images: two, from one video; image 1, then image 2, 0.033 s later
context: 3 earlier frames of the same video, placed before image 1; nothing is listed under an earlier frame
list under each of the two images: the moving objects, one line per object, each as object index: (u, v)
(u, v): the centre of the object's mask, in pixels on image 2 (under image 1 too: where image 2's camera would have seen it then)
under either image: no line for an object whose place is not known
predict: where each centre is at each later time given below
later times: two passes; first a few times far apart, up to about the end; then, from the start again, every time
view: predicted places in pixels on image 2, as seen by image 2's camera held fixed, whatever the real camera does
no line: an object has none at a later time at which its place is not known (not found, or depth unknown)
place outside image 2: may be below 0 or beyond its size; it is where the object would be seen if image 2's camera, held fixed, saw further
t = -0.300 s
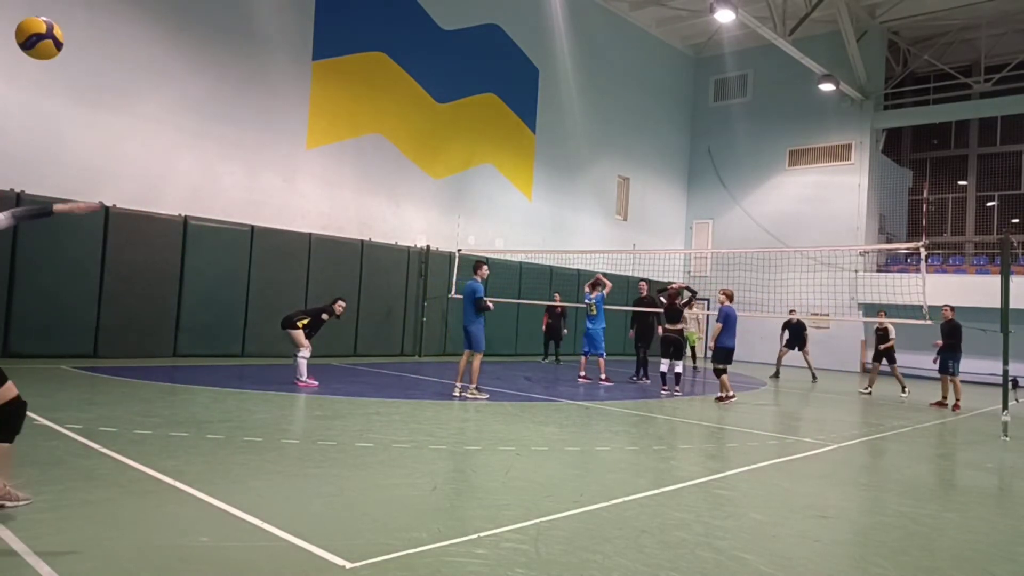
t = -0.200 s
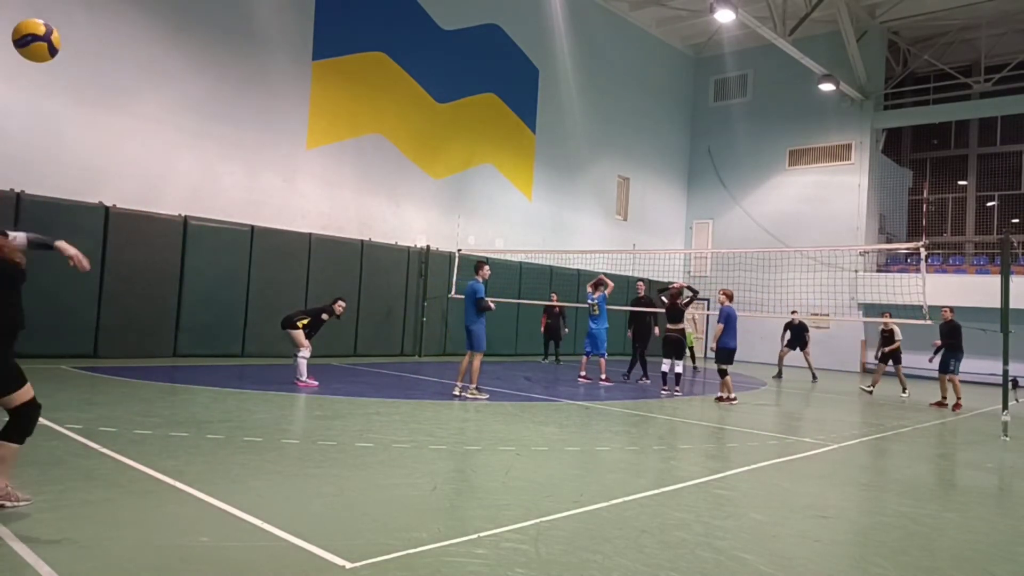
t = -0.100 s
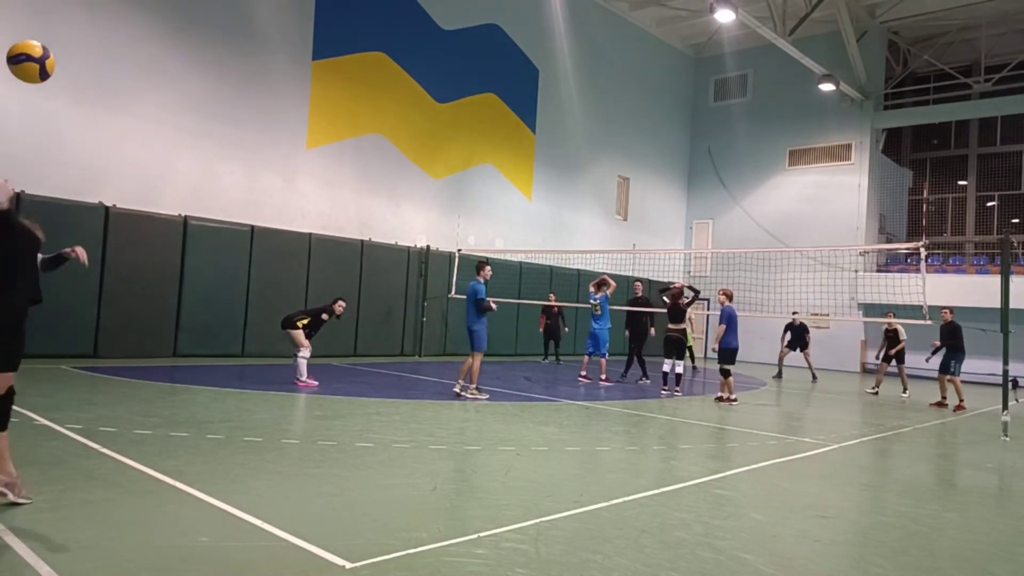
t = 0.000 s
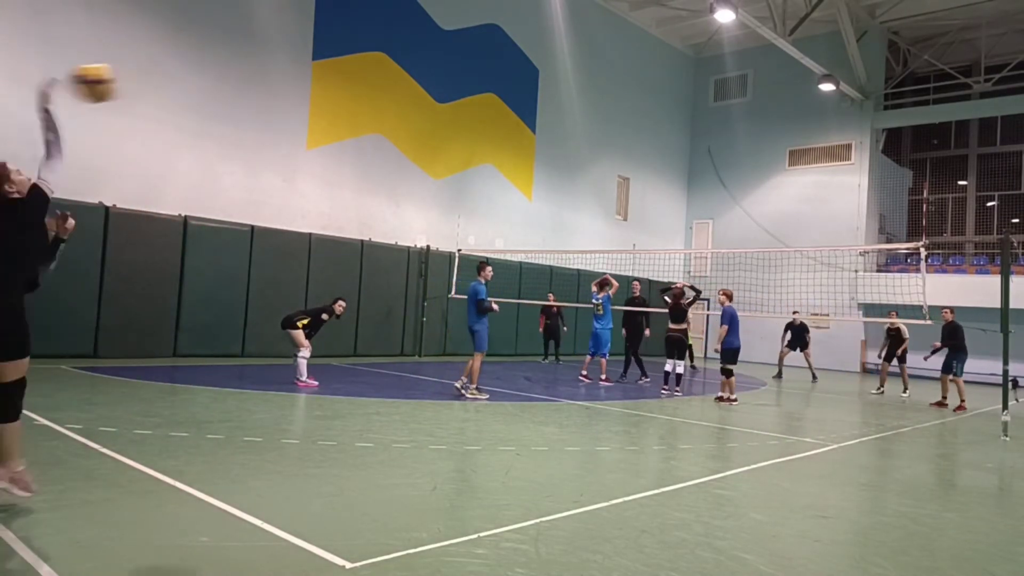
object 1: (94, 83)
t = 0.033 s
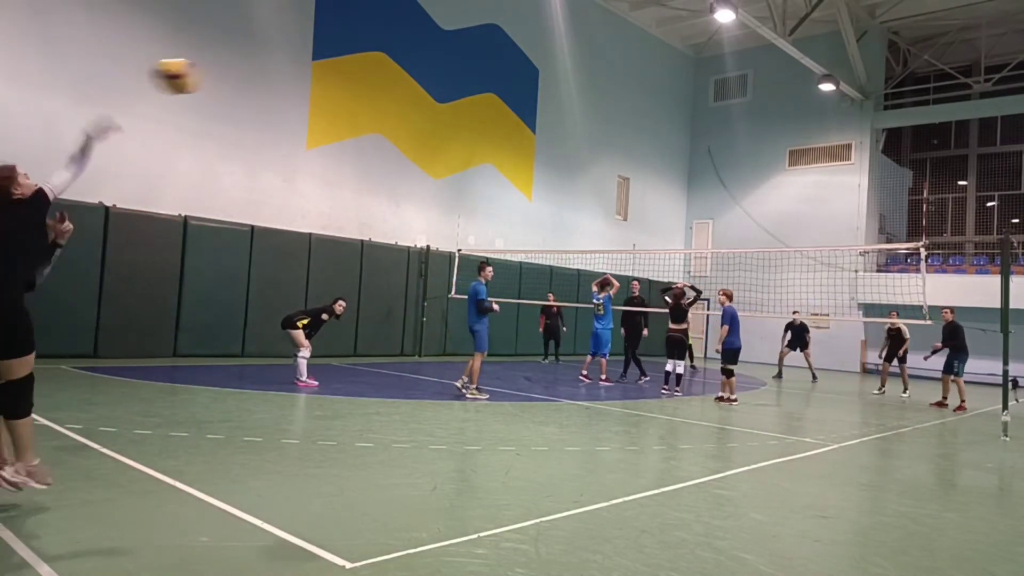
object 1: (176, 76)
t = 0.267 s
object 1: (490, 75)
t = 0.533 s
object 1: (638, 121)
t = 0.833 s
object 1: (721, 191)
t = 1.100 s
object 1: (761, 262)
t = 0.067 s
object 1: (244, 72)
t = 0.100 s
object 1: (300, 69)
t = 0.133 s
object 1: (348, 68)
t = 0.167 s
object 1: (391, 66)
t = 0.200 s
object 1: (428, 71)
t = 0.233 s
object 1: (461, 73)
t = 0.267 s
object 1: (490, 75)
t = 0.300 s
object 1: (515, 79)
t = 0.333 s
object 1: (537, 83)
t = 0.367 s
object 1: (559, 88)
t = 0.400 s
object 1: (578, 94)
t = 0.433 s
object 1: (595, 101)
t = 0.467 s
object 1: (611, 107)
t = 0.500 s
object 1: (626, 114)
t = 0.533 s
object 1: (638, 121)
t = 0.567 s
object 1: (651, 129)
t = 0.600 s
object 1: (662, 135)
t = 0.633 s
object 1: (673, 143)
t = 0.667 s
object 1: (683, 151)
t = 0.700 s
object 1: (691, 159)
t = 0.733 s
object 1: (699, 166)
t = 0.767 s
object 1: (707, 175)
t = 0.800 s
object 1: (714, 182)
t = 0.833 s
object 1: (721, 191)
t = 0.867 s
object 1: (727, 200)
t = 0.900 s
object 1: (733, 209)
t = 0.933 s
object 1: (738, 218)
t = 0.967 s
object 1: (744, 227)
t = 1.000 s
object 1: (748, 236)
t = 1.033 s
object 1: (753, 244)
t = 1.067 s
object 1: (756, 255)
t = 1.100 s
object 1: (761, 262)
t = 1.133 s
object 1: (764, 272)
